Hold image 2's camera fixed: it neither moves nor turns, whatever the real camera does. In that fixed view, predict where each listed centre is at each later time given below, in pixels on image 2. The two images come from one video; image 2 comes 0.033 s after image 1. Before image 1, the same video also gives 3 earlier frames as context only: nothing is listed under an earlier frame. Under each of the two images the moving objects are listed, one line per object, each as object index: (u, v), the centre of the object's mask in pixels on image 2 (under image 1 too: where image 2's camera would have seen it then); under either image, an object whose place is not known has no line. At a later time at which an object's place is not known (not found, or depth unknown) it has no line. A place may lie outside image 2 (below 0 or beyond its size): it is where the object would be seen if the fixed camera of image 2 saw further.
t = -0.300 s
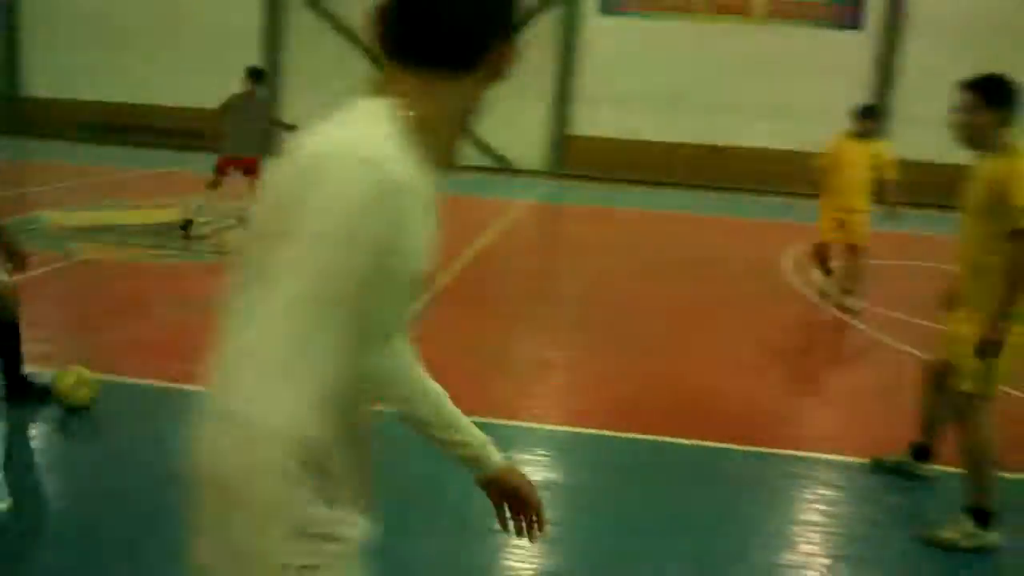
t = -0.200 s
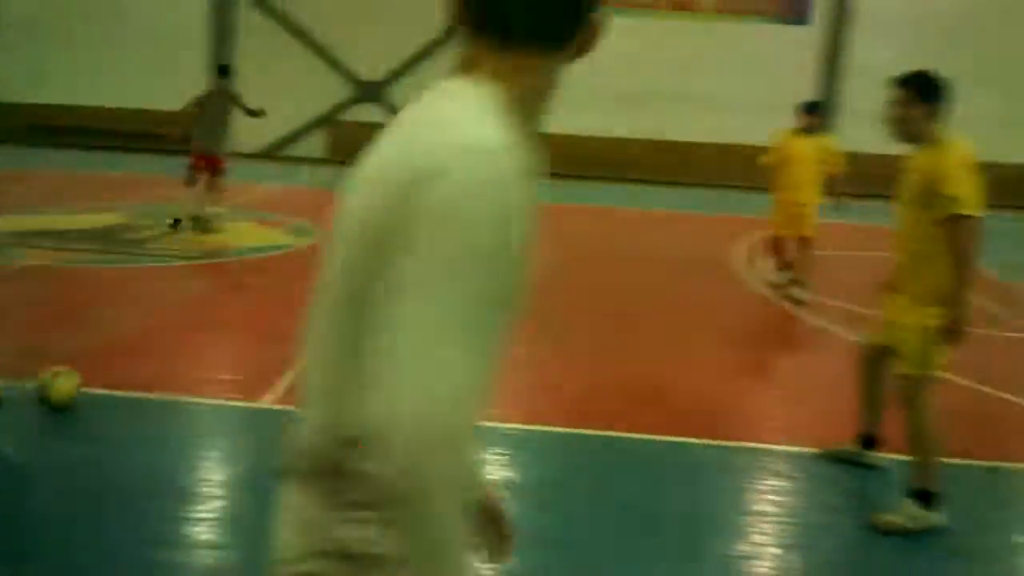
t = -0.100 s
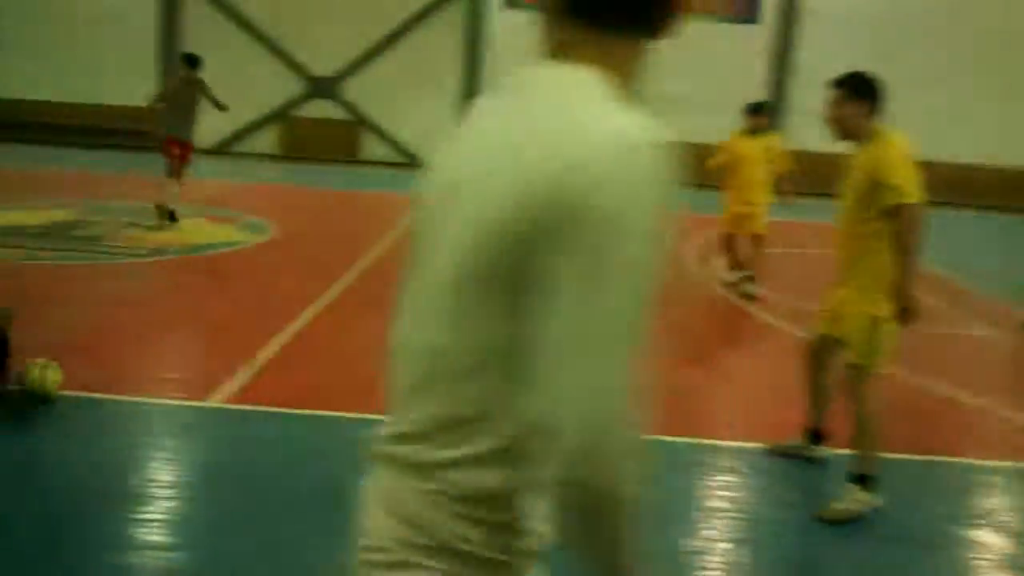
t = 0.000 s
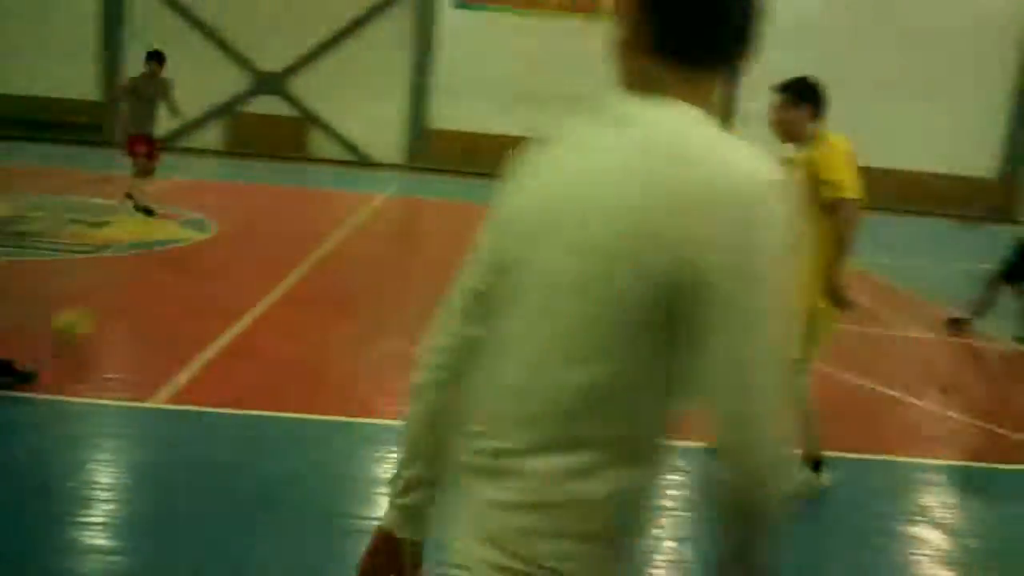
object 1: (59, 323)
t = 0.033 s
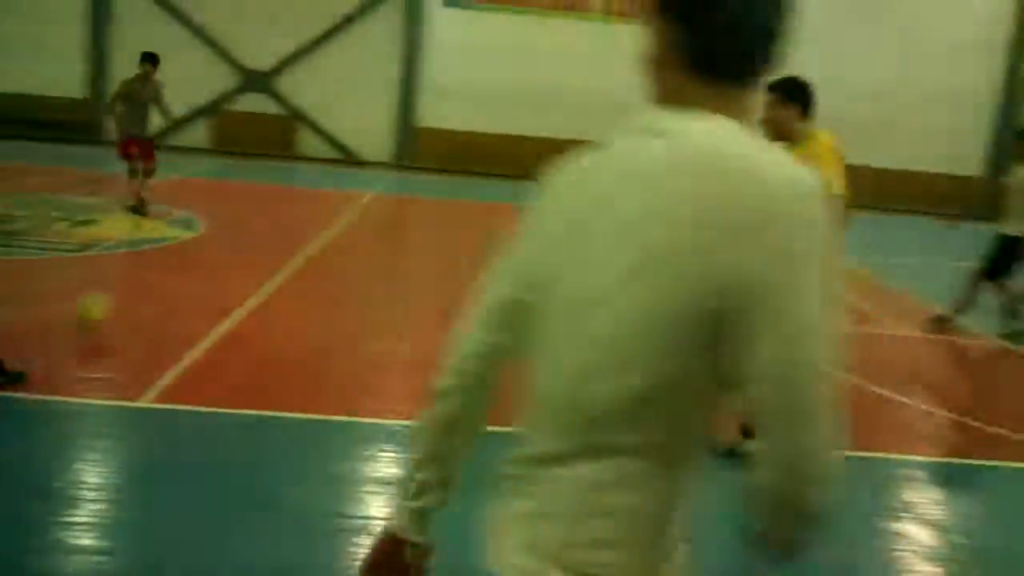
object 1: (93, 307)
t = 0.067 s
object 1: (121, 299)
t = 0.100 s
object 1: (145, 293)
